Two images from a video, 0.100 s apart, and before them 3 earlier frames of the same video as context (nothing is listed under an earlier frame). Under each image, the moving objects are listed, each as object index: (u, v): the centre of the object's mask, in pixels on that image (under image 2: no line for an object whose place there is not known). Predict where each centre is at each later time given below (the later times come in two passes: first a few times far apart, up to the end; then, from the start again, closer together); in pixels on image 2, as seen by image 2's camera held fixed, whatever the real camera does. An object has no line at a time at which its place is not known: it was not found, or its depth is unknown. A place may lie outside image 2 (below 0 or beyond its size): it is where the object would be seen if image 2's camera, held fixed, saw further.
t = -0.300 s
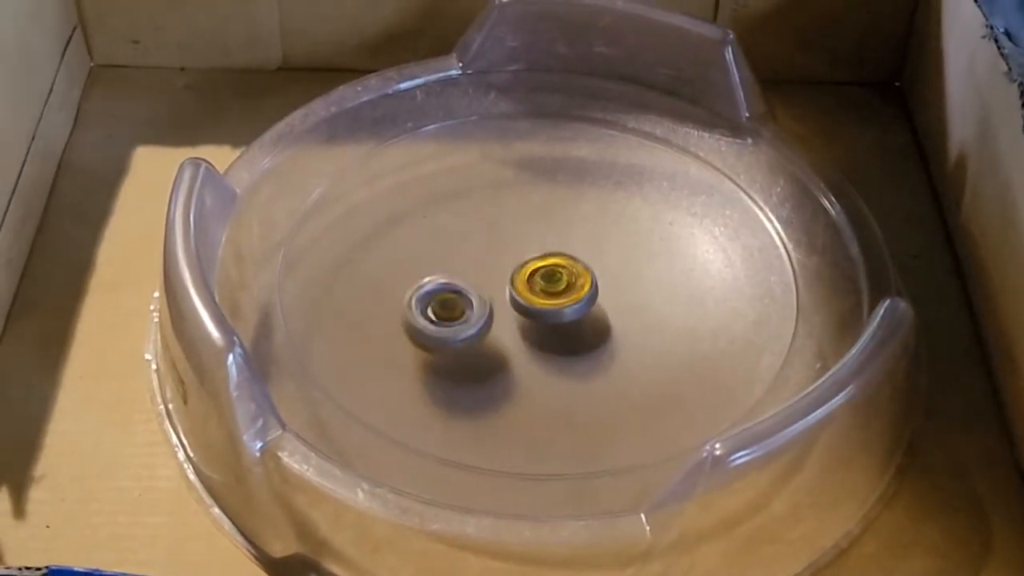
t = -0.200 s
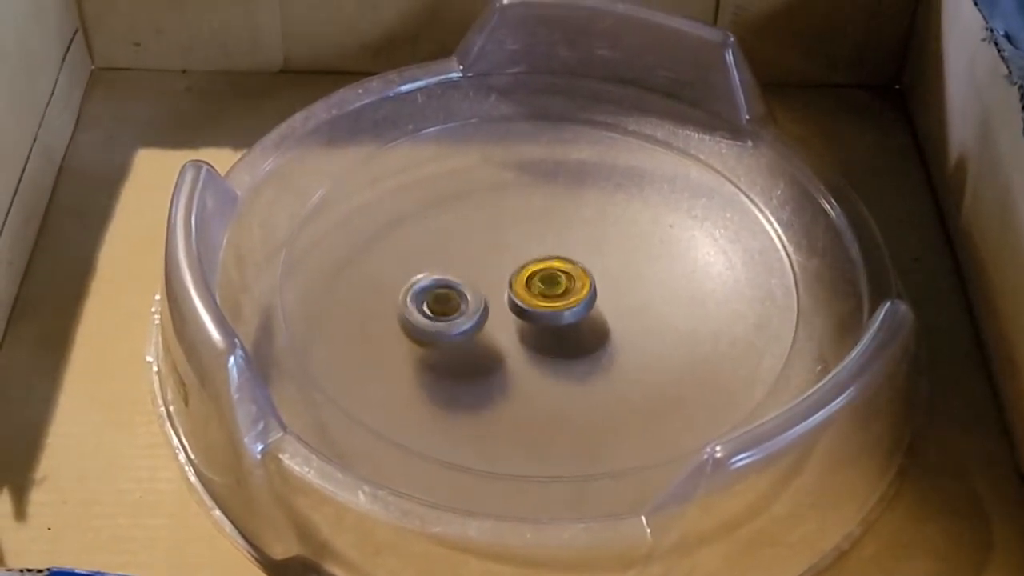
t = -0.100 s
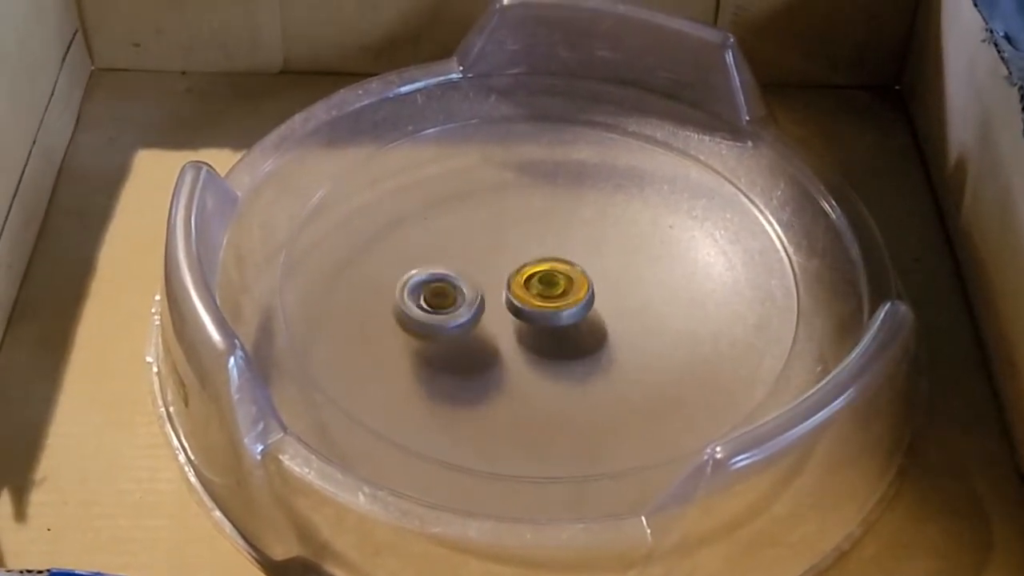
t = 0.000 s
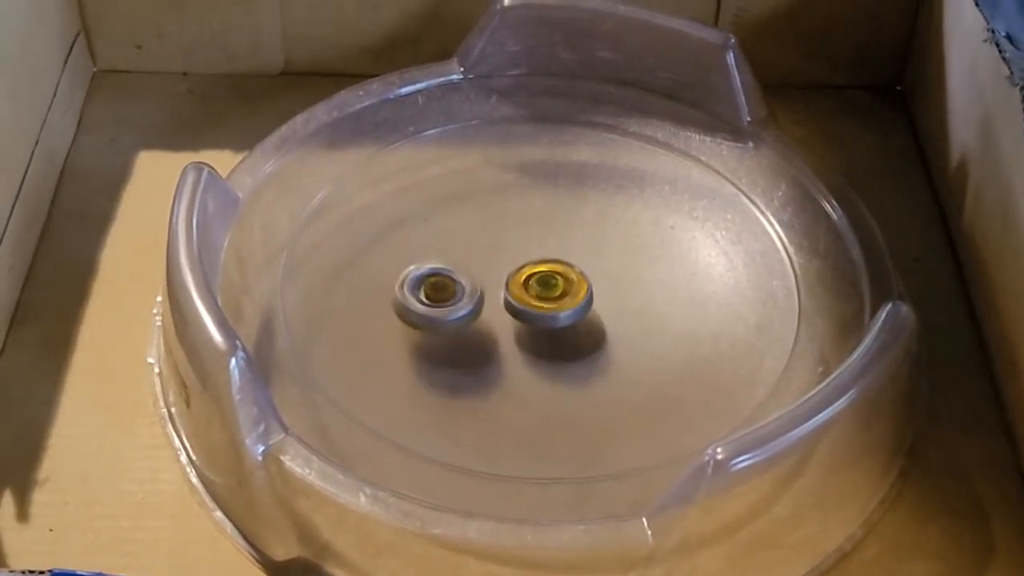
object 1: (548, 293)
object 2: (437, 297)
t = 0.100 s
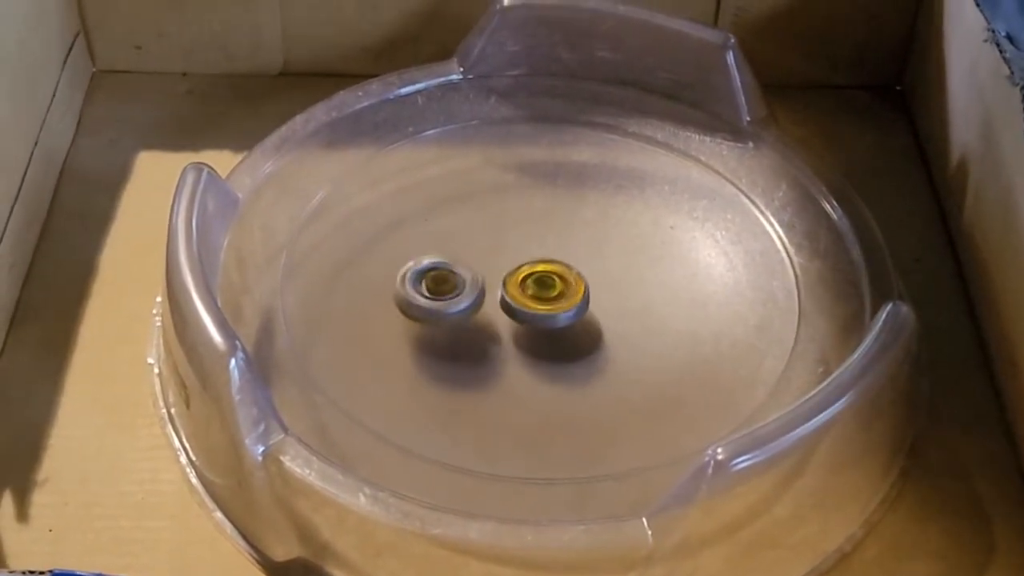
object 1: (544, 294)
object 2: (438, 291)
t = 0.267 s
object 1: (539, 292)
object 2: (445, 280)
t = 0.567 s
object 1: (546, 289)
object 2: (456, 261)
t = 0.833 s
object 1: (550, 286)
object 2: (473, 244)
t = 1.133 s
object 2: (489, 226)
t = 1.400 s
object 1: (564, 294)
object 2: (509, 222)
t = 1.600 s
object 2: (526, 226)
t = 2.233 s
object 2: (578, 238)
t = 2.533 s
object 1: (530, 310)
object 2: (607, 229)
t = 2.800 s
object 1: (532, 304)
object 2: (616, 243)
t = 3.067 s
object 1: (532, 299)
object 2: (621, 260)
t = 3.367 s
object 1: (536, 298)
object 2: (632, 279)
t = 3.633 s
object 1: (539, 296)
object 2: (634, 295)
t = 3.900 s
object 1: (534, 294)
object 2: (636, 309)
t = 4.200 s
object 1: (535, 291)
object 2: (621, 318)
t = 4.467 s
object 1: (513, 280)
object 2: (628, 332)
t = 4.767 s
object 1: (520, 278)
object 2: (598, 339)
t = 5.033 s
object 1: (528, 276)
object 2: (572, 351)
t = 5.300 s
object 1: (520, 258)
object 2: (523, 374)
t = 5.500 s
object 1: (523, 261)
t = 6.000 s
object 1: (531, 283)
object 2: (464, 328)
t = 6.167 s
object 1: (534, 286)
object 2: (453, 320)
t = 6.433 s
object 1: (533, 289)
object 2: (442, 309)
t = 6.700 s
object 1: (538, 289)
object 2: (444, 297)
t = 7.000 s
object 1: (547, 289)
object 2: (451, 280)
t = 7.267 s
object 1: (554, 292)
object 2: (459, 264)
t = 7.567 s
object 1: (555, 295)
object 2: (468, 247)
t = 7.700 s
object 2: (475, 242)
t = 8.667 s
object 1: (555, 297)
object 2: (531, 228)
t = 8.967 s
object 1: (558, 310)
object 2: (566, 208)
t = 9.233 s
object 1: (557, 313)
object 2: (586, 210)
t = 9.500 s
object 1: (551, 307)
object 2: (599, 223)
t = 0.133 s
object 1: (544, 294)
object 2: (439, 290)
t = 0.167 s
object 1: (542, 293)
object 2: (441, 287)
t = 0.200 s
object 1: (542, 293)
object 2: (441, 284)
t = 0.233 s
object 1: (541, 293)
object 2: (443, 282)
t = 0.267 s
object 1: (539, 292)
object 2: (445, 280)
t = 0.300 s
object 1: (544, 293)
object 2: (443, 277)
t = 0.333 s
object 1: (544, 293)
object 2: (444, 276)
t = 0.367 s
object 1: (545, 292)
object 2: (445, 273)
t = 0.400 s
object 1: (544, 291)
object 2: (447, 271)
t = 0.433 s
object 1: (544, 291)
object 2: (449, 269)
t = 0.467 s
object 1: (545, 290)
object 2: (451, 266)
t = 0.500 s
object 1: (545, 290)
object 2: (452, 264)
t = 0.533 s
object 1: (546, 289)
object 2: (454, 263)
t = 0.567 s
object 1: (546, 289)
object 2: (456, 261)
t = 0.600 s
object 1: (546, 288)
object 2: (459, 258)
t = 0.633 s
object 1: (546, 288)
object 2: (461, 256)
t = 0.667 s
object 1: (548, 288)
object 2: (462, 255)
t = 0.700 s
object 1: (549, 287)
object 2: (464, 251)
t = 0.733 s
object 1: (549, 287)
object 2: (466, 249)
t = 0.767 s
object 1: (549, 287)
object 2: (468, 248)
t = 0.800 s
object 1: (551, 287)
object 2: (471, 246)
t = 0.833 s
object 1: (550, 286)
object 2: (473, 244)
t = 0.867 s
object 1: (550, 286)
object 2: (475, 243)
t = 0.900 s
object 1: (552, 286)
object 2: (477, 242)
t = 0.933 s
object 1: (552, 286)
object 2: (481, 239)
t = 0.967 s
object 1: (552, 285)
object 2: (483, 238)
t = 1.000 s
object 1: (553, 286)
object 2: (486, 237)
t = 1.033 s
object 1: (556, 287)
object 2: (487, 235)
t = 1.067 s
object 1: (561, 290)
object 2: (486, 230)
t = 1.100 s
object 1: (561, 291)
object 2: (487, 228)
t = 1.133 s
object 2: (489, 226)
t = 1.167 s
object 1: (563, 291)
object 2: (492, 226)
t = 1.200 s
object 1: (563, 291)
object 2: (494, 225)
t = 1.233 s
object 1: (564, 292)
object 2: (496, 224)
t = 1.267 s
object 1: (565, 292)
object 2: (499, 223)
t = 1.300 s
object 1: (564, 293)
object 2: (501, 223)
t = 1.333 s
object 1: (565, 293)
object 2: (504, 222)
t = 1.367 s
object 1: (565, 294)
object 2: (506, 222)
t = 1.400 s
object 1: (564, 294)
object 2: (509, 222)
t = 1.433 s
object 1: (564, 295)
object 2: (511, 222)
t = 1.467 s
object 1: (564, 295)
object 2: (515, 224)
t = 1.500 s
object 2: (517, 224)
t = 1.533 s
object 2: (521, 225)
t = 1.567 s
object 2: (524, 226)
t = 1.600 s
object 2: (526, 226)
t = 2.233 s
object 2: (578, 238)
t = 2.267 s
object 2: (581, 237)
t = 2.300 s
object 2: (588, 229)
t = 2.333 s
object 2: (591, 225)
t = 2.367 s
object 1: (530, 311)
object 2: (594, 225)
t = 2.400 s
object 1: (531, 311)
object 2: (597, 226)
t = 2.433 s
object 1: (530, 311)
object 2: (600, 227)
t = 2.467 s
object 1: (530, 311)
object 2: (602, 227)
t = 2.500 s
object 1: (530, 310)
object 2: (604, 228)
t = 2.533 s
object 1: (530, 310)
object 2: (607, 229)
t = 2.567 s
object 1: (530, 310)
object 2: (608, 230)
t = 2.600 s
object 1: (530, 309)
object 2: (610, 231)
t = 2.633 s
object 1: (530, 308)
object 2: (611, 233)
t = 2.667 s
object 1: (530, 308)
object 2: (612, 233)
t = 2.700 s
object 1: (530, 307)
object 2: (614, 236)
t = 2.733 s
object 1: (530, 306)
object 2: (614, 238)
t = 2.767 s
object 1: (531, 305)
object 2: (615, 240)
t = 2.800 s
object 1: (532, 304)
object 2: (616, 243)
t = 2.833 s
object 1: (531, 303)
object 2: (615, 245)
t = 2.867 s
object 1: (532, 302)
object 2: (616, 247)
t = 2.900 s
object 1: (534, 301)
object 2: (616, 250)
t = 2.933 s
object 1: (534, 300)
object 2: (616, 251)
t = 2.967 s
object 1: (535, 299)
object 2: (616, 255)
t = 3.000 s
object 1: (536, 298)
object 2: (615, 258)
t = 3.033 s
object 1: (537, 297)
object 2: (614, 260)
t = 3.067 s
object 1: (532, 299)
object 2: (621, 260)
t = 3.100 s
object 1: (529, 299)
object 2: (625, 260)
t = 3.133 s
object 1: (530, 298)
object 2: (627, 262)
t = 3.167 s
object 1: (531, 299)
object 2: (628, 266)
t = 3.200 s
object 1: (531, 298)
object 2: (628, 267)
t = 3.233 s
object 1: (532, 298)
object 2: (629, 270)
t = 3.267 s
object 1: (533, 298)
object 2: (630, 273)
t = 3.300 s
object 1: (534, 298)
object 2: (631, 275)
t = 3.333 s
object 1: (534, 298)
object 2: (631, 277)
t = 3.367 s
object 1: (536, 298)
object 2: (632, 279)
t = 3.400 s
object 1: (536, 297)
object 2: (633, 282)
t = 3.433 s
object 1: (537, 297)
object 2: (632, 284)
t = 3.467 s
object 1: (539, 297)
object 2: (632, 286)
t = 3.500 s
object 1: (539, 297)
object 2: (633, 289)
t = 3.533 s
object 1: (539, 297)
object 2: (634, 290)
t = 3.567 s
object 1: (538, 296)
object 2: (634, 292)
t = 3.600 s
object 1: (538, 296)
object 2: (634, 294)
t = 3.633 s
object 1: (539, 296)
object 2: (634, 295)
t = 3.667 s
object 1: (540, 296)
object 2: (635, 298)
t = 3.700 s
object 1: (539, 296)
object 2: (634, 300)
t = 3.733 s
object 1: (540, 296)
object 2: (633, 301)
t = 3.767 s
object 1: (535, 295)
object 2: (637, 303)
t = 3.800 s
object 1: (534, 294)
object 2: (636, 304)
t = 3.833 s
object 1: (535, 295)
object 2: (637, 305)
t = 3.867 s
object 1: (534, 294)
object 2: (637, 308)
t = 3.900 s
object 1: (534, 294)
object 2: (636, 309)
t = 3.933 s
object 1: (534, 294)
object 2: (636, 309)
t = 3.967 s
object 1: (533, 293)
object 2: (634, 312)
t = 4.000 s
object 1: (534, 293)
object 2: (633, 312)
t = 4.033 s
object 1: (534, 293)
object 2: (632, 314)
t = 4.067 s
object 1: (534, 293)
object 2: (631, 314)
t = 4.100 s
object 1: (534, 292)
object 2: (630, 314)
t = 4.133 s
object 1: (534, 292)
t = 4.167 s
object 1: (534, 292)
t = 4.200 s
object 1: (535, 291)
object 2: (621, 318)
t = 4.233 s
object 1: (525, 287)
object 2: (631, 323)
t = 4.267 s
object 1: (517, 283)
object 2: (638, 325)
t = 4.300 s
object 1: (515, 281)
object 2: (638, 327)
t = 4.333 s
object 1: (514, 281)
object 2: (637, 328)
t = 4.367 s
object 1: (514, 281)
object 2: (634, 329)
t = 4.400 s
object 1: (513, 280)
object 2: (633, 331)
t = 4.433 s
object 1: (513, 280)
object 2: (630, 332)
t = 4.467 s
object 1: (513, 280)
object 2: (628, 332)
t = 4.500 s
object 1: (513, 279)
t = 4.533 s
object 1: (513, 279)
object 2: (623, 336)
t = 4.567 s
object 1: (514, 279)
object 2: (621, 337)
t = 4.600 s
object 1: (514, 279)
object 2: (618, 337)
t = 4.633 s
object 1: (516, 278)
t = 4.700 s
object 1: (518, 278)
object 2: (606, 340)
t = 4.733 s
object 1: (519, 277)
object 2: (602, 340)
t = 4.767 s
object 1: (520, 278)
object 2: (598, 339)
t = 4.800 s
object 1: (522, 278)
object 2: (594, 341)
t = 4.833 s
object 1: (523, 279)
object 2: (589, 340)
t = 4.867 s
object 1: (525, 281)
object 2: (585, 341)
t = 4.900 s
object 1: (526, 279)
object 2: (581, 341)
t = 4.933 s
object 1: (527, 280)
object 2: (577, 341)
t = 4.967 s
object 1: (528, 281)
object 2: (573, 342)
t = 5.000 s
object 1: (529, 280)
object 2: (569, 341)
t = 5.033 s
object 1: (528, 276)
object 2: (572, 351)
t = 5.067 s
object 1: (522, 263)
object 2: (577, 364)
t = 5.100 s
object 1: (521, 259)
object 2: (576, 373)
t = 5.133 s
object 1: (521, 259)
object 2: (570, 379)
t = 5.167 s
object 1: (520, 259)
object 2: (560, 381)
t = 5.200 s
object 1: (519, 259)
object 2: (549, 383)
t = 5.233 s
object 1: (519, 258)
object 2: (539, 381)
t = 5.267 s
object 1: (519, 258)
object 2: (530, 379)
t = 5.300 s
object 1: (520, 258)
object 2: (523, 374)
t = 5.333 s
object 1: (519, 258)
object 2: (518, 370)
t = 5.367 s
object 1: (520, 259)
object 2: (512, 365)
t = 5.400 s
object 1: (521, 259)
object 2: (510, 361)
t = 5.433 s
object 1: (521, 260)
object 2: (507, 358)
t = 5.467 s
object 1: (522, 260)
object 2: (503, 357)
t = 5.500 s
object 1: (523, 261)
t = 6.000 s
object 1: (531, 283)
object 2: (464, 328)
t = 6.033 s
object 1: (532, 284)
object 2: (462, 327)
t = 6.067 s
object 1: (534, 284)
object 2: (459, 327)
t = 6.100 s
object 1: (534, 285)
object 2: (457, 324)
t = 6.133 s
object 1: (533, 285)
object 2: (455, 323)
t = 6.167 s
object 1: (534, 286)
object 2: (453, 320)
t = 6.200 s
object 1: (533, 286)
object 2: (452, 320)
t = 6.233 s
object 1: (533, 287)
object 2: (449, 318)
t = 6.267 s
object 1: (533, 287)
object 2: (448, 316)
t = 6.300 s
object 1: (532, 288)
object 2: (447, 314)
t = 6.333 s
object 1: (532, 288)
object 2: (446, 313)
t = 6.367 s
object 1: (532, 289)
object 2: (445, 311)
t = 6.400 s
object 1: (534, 289)
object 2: (443, 312)
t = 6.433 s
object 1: (533, 289)
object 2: (442, 309)
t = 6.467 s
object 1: (535, 289)
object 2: (442, 308)
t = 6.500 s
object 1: (534, 289)
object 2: (442, 307)
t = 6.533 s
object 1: (535, 289)
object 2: (441, 305)
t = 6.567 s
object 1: (535, 289)
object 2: (441, 304)
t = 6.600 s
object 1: (535, 289)
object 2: (441, 303)
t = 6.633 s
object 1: (536, 289)
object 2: (442, 301)
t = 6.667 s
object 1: (536, 289)
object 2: (443, 298)
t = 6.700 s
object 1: (538, 289)
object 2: (444, 297)
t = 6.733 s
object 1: (541, 289)
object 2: (442, 294)
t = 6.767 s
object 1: (542, 290)
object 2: (444, 293)
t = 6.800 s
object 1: (542, 289)
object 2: (444, 291)
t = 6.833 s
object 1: (543, 289)
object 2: (445, 290)
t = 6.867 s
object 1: (544, 289)
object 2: (446, 287)
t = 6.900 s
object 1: (545, 289)
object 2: (447, 286)
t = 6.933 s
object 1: (546, 289)
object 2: (448, 283)
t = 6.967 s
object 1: (546, 290)
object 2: (450, 283)
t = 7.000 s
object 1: (547, 289)
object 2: (451, 280)
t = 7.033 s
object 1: (547, 289)
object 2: (453, 279)
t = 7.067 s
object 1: (548, 290)
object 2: (454, 276)
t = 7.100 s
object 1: (549, 289)
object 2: (457, 273)
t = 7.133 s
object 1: (549, 290)
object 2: (457, 272)
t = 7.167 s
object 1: (551, 290)
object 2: (458, 270)
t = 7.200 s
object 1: (552, 292)
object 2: (458, 268)
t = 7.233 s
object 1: (554, 291)
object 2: (458, 266)
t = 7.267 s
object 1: (554, 292)
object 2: (459, 264)
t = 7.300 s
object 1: (555, 292)
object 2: (460, 261)
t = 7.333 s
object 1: (556, 292)
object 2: (461, 260)
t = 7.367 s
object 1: (557, 292)
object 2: (461, 257)
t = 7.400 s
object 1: (556, 293)
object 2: (464, 256)
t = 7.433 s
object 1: (558, 293)
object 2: (463, 254)
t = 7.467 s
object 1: (557, 293)
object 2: (465, 251)
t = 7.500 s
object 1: (556, 295)
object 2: (465, 250)
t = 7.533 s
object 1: (555, 295)
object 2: (467, 249)
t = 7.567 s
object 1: (555, 295)
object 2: (468, 247)
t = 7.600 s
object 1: (554, 295)
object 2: (469, 246)
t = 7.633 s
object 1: (553, 295)
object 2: (471, 244)
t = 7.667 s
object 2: (473, 244)
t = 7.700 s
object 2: (475, 242)
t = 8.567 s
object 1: (558, 300)
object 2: (522, 225)
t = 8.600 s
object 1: (557, 299)
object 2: (524, 226)
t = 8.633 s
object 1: (557, 299)
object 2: (528, 228)
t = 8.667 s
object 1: (555, 297)
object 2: (531, 228)
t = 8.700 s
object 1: (556, 297)
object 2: (535, 229)
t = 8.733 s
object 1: (555, 296)
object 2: (538, 230)
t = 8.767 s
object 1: (555, 295)
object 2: (543, 230)
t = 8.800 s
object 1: (554, 295)
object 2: (545, 230)
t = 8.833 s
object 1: (554, 295)
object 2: (549, 230)
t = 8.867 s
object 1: (556, 304)
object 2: (551, 220)
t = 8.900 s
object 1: (557, 309)
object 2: (556, 212)
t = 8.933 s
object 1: (557, 308)
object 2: (561, 207)
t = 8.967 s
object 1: (558, 310)
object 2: (566, 208)
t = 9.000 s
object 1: (558, 310)
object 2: (571, 207)
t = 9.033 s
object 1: (558, 311)
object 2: (572, 208)
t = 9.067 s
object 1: (558, 311)
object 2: (576, 207)
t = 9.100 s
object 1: (558, 312)
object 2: (578, 208)
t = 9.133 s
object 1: (558, 312)
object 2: (581, 210)
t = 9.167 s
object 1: (558, 313)
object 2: (583, 209)
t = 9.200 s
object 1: (557, 312)
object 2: (585, 209)
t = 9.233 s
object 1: (557, 313)
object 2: (586, 210)
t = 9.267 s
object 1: (556, 311)
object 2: (588, 212)
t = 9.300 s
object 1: (555, 312)
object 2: (590, 212)
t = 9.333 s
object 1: (554, 310)
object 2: (592, 214)
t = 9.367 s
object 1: (554, 310)
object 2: (593, 215)
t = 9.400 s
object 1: (553, 309)
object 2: (594, 217)
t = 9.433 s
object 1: (552, 309)
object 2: (596, 219)
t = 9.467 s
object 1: (551, 307)
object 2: (597, 220)
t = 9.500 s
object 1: (551, 307)
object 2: (599, 223)
